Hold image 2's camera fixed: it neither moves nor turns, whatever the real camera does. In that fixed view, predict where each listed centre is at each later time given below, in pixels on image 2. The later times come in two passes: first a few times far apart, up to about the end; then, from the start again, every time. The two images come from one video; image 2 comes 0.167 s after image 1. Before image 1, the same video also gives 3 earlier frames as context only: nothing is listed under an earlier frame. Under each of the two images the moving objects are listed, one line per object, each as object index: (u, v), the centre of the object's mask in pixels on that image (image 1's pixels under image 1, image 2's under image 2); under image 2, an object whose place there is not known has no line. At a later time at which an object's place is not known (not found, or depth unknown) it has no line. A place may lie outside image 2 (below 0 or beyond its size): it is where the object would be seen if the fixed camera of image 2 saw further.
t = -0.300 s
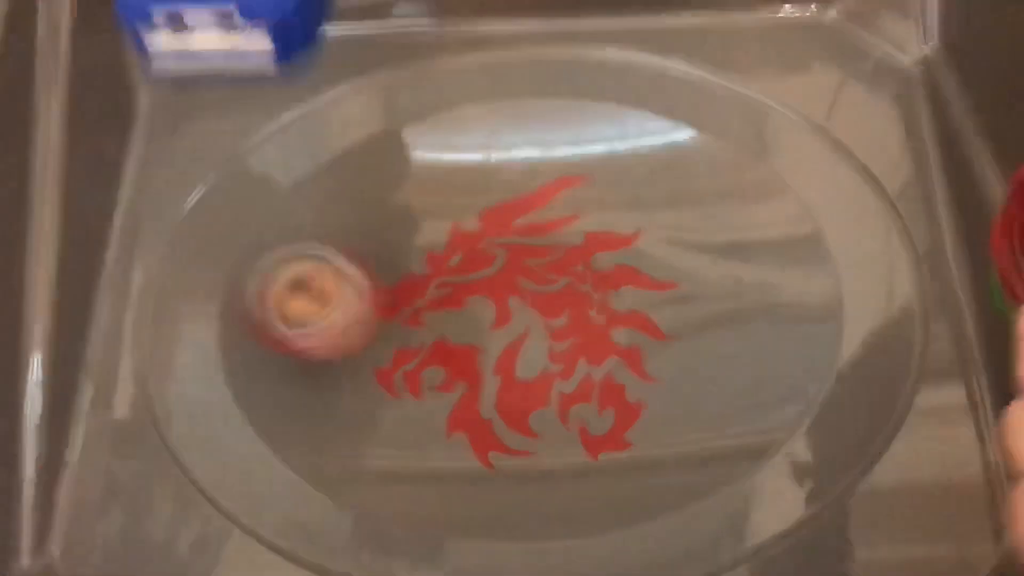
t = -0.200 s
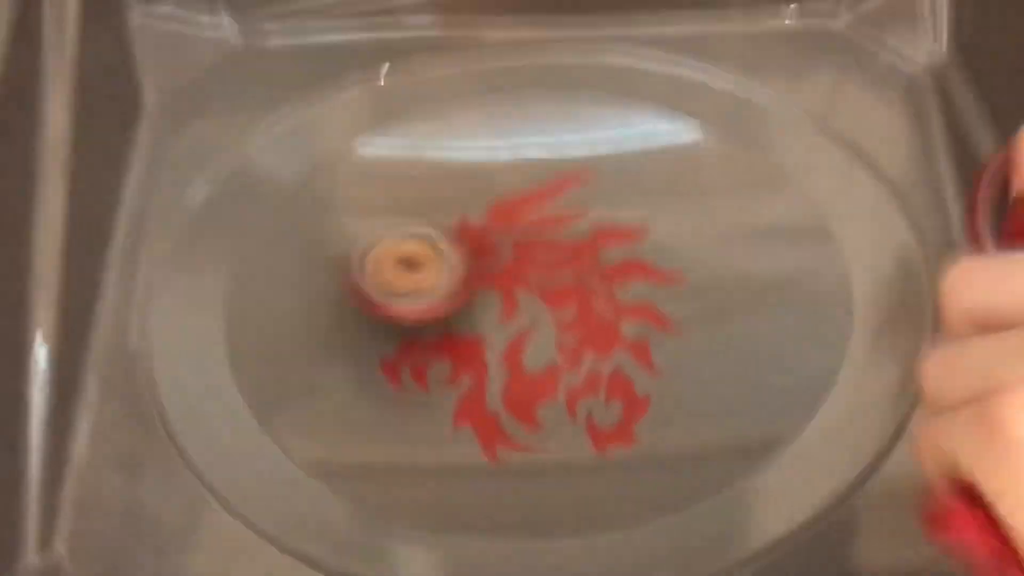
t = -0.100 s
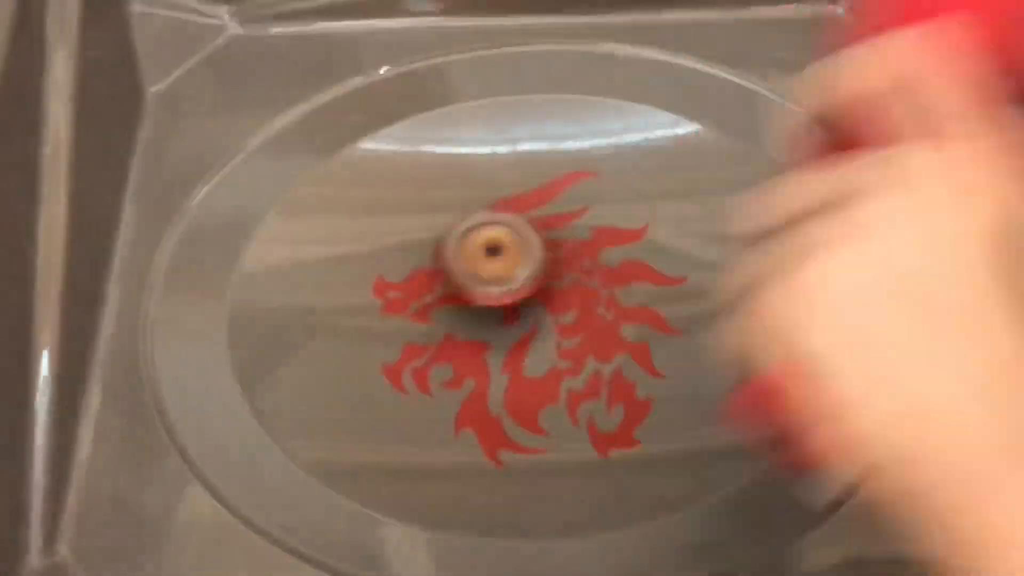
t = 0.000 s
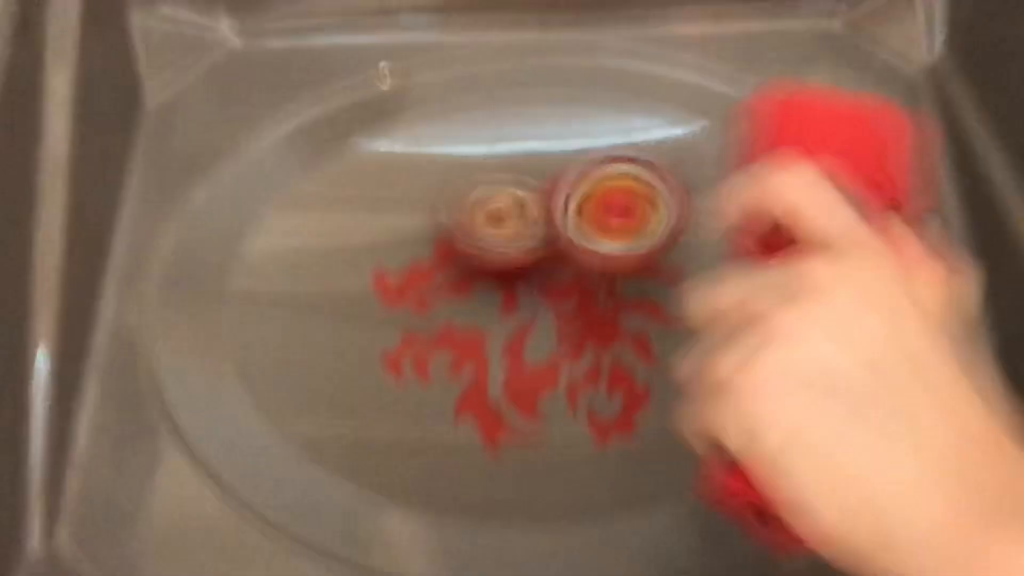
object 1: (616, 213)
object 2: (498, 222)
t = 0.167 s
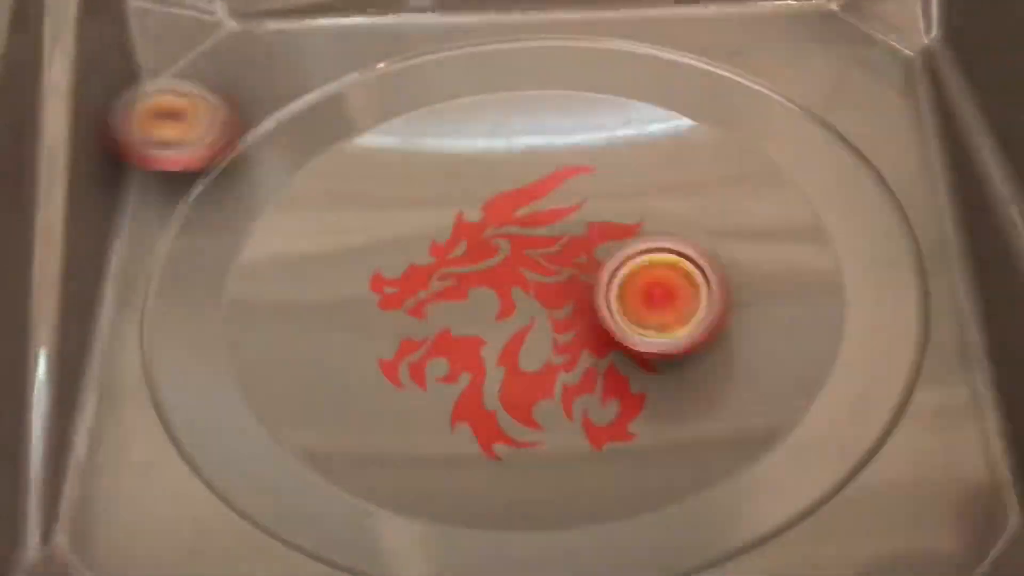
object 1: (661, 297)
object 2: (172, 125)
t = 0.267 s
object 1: (680, 318)
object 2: (229, 139)
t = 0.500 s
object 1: (570, 306)
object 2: (332, 219)
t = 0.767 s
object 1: (727, 379)
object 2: (265, 266)
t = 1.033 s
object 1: (760, 291)
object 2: (332, 334)
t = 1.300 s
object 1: (605, 194)
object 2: (451, 303)
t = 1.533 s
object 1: (544, 210)
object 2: (407, 232)
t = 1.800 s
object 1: (586, 281)
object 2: (405, 260)
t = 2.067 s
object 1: (636, 319)
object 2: (519, 248)
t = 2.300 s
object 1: (675, 339)
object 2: (539, 171)
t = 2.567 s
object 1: (648, 330)
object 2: (482, 234)
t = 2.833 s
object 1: (545, 357)
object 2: (509, 217)
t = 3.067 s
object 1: (483, 397)
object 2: (543, 209)
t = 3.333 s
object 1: (489, 361)
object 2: (563, 242)
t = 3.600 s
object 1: (401, 325)
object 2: (588, 284)
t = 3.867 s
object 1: (371, 315)
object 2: (588, 321)
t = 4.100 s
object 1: (396, 300)
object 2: (568, 349)
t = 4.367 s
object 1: (444, 271)
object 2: (537, 370)
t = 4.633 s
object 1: (453, 225)
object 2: (510, 371)
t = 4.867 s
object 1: (475, 224)
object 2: (482, 363)
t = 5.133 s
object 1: (536, 214)
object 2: (450, 343)
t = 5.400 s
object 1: (582, 197)
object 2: (432, 315)
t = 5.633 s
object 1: (575, 210)
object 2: (428, 296)
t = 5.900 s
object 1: (596, 261)
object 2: (432, 266)
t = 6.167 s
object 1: (601, 319)
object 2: (446, 239)
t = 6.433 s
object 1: (579, 356)
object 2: (470, 216)
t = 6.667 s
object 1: (538, 370)
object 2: (487, 208)
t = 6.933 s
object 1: (517, 369)
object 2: (503, 204)
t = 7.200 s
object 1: (470, 345)
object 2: (510, 200)
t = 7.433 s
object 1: (437, 341)
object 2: (524, 209)
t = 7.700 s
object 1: (435, 328)
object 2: (541, 247)
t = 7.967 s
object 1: (361, 373)
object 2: (681, 197)
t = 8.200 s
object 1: (470, 325)
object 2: (610, 186)
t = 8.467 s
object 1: (360, 309)
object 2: (629, 221)
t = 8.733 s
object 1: (385, 354)
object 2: (615, 288)
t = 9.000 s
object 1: (475, 294)
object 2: (622, 356)
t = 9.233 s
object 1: (455, 230)
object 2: (587, 359)
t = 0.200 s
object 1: (668, 303)
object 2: (153, 120)
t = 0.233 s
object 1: (681, 313)
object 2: (197, 139)
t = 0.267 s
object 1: (680, 318)
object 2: (229, 139)
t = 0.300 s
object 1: (673, 325)
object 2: (252, 146)
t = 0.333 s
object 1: (659, 324)
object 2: (273, 154)
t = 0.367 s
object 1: (642, 323)
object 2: (286, 150)
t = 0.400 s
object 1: (624, 319)
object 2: (298, 162)
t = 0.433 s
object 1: (604, 313)
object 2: (311, 172)
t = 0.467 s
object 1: (585, 311)
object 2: (322, 195)
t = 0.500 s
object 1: (570, 306)
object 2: (332, 219)
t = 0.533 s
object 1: (554, 305)
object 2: (341, 241)
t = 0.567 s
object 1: (542, 306)
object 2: (355, 267)
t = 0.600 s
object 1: (529, 305)
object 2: (371, 283)
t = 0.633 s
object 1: (527, 309)
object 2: (386, 297)
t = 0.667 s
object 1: (577, 332)
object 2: (345, 285)
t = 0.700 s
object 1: (632, 352)
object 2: (308, 273)
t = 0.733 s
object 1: (687, 369)
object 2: (283, 266)
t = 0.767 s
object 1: (727, 379)
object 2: (265, 266)
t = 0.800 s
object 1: (760, 379)
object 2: (257, 270)
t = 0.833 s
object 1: (785, 375)
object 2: (252, 273)
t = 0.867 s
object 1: (801, 369)
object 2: (254, 283)
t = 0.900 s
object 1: (809, 357)
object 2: (259, 292)
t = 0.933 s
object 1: (806, 343)
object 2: (271, 305)
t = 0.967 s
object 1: (796, 326)
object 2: (286, 317)
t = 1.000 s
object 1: (781, 308)
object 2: (307, 326)
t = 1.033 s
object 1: (760, 291)
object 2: (332, 334)
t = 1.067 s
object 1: (736, 275)
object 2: (363, 337)
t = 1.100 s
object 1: (706, 262)
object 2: (392, 338)
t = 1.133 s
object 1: (676, 252)
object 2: (422, 335)
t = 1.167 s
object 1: (637, 244)
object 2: (450, 327)
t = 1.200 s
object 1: (606, 238)
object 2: (474, 317)
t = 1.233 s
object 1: (589, 226)
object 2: (480, 310)
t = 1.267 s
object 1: (601, 208)
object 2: (465, 308)
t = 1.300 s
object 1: (605, 194)
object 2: (451, 303)
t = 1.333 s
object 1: (606, 181)
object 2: (440, 294)
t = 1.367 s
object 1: (602, 171)
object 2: (431, 283)
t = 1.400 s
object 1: (592, 165)
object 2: (423, 269)
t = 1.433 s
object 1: (577, 170)
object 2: (422, 255)
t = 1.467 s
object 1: (561, 177)
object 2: (422, 242)
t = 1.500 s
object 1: (543, 192)
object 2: (420, 234)
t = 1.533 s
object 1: (544, 210)
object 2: (407, 232)
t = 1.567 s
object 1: (548, 218)
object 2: (396, 225)
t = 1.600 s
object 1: (551, 228)
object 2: (389, 226)
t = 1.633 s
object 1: (556, 238)
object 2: (385, 229)
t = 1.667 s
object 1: (560, 246)
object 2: (382, 233)
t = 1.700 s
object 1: (567, 255)
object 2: (384, 237)
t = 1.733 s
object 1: (573, 265)
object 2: (387, 245)
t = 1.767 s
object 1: (579, 273)
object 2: (395, 252)
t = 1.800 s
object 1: (586, 281)
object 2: (405, 260)
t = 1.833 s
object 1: (593, 289)
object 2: (417, 267)
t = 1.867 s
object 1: (600, 295)
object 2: (433, 274)
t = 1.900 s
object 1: (605, 299)
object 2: (447, 276)
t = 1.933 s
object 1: (613, 306)
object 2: (461, 279)
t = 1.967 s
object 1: (618, 308)
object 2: (475, 276)
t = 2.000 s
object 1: (622, 311)
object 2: (490, 269)
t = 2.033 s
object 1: (625, 314)
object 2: (509, 264)
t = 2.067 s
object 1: (636, 319)
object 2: (519, 248)
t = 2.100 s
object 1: (645, 326)
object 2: (524, 233)
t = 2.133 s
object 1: (654, 331)
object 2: (531, 216)
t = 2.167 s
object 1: (662, 334)
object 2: (537, 199)
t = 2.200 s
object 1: (666, 337)
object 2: (541, 187)
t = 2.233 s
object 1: (671, 338)
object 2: (543, 176)
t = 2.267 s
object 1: (674, 338)
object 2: (542, 173)
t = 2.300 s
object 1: (675, 339)
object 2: (539, 171)
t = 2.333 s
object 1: (677, 339)
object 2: (533, 175)
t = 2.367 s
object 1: (676, 338)
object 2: (529, 183)
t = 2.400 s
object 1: (677, 337)
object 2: (518, 190)
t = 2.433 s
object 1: (675, 337)
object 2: (509, 203)
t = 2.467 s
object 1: (670, 334)
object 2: (500, 213)
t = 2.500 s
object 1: (665, 332)
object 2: (493, 220)
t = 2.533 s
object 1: (657, 332)
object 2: (487, 230)
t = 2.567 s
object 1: (648, 330)
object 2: (482, 234)
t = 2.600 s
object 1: (638, 328)
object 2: (478, 234)
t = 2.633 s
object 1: (627, 331)
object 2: (477, 236)
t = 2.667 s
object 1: (615, 332)
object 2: (479, 236)
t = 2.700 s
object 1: (603, 334)
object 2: (482, 231)
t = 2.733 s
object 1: (589, 340)
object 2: (488, 230)
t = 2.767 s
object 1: (575, 344)
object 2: (494, 226)
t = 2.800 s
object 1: (560, 350)
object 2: (502, 221)
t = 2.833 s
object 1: (545, 357)
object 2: (509, 217)
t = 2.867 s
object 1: (530, 367)
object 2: (516, 213)
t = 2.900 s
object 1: (514, 376)
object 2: (521, 212)
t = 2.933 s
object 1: (502, 383)
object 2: (529, 206)
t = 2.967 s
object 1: (493, 388)
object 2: (533, 206)
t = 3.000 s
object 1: (489, 392)
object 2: (536, 207)
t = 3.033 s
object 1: (484, 395)
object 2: (539, 208)
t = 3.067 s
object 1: (483, 397)
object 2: (543, 209)
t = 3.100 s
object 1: (483, 398)
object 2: (547, 212)
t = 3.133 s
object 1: (485, 397)
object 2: (550, 215)
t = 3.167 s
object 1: (486, 395)
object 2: (552, 219)
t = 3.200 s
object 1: (487, 392)
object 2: (554, 222)
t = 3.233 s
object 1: (490, 388)
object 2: (557, 227)
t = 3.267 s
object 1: (491, 379)
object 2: (559, 232)
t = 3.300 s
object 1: (491, 371)
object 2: (561, 237)
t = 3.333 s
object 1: (489, 361)
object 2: (563, 242)
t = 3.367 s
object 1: (485, 353)
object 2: (565, 248)
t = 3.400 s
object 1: (477, 344)
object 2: (566, 255)
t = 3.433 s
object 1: (464, 338)
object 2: (570, 260)
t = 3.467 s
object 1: (450, 335)
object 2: (575, 264)
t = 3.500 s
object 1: (434, 331)
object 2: (579, 269)
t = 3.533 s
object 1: (422, 328)
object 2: (583, 272)
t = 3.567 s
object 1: (410, 327)
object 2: (586, 278)
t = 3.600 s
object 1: (401, 325)
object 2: (588, 284)
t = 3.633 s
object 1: (393, 323)
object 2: (590, 288)
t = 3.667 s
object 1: (385, 320)
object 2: (591, 292)
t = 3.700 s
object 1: (380, 319)
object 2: (592, 298)
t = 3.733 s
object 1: (376, 318)
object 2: (593, 303)
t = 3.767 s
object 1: (372, 317)
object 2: (594, 308)
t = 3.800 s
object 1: (372, 317)
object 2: (591, 313)
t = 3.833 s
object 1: (371, 316)
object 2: (590, 317)
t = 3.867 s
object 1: (371, 315)
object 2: (588, 321)
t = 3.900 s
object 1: (375, 315)
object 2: (585, 326)
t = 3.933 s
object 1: (377, 313)
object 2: (583, 330)
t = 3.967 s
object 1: (379, 310)
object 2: (581, 333)
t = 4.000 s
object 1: (383, 309)
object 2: (577, 338)
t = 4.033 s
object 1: (385, 305)
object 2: (573, 342)
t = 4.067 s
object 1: (390, 303)
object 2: (571, 345)
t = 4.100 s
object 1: (396, 300)
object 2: (568, 349)
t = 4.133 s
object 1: (399, 297)
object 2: (564, 352)
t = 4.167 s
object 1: (405, 293)
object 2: (561, 354)
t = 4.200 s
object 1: (411, 290)
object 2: (558, 357)
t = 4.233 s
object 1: (417, 287)
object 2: (553, 361)
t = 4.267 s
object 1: (424, 284)
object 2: (548, 365)
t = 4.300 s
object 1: (430, 280)
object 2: (544, 367)
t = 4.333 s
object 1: (439, 277)
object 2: (541, 369)
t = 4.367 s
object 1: (444, 271)
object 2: (537, 370)
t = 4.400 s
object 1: (450, 265)
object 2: (534, 372)
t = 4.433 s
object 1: (454, 260)
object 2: (530, 373)
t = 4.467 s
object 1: (456, 255)
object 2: (525, 373)
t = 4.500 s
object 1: (457, 249)
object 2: (523, 373)
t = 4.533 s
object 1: (455, 243)
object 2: (518, 375)
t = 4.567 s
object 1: (455, 236)
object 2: (515, 373)
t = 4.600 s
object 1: (454, 231)
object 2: (513, 372)
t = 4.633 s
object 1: (453, 225)
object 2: (510, 371)
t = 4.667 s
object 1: (453, 220)
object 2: (506, 371)
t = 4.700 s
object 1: (455, 218)
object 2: (503, 369)
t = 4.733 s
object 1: (457, 218)
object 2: (501, 367)
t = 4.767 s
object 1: (460, 220)
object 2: (496, 367)
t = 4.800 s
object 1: (464, 221)
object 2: (489, 366)
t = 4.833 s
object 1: (470, 223)
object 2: (487, 364)
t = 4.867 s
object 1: (475, 224)
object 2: (482, 363)
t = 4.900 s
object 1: (481, 226)
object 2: (477, 362)
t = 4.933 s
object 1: (488, 225)
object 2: (473, 360)
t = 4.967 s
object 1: (495, 224)
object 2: (468, 358)
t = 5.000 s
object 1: (503, 222)
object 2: (464, 356)
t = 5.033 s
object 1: (512, 221)
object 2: (461, 353)
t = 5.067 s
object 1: (520, 218)
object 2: (456, 350)
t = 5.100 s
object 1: (528, 216)
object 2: (453, 346)
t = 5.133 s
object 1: (536, 214)
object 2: (450, 343)
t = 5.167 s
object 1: (544, 212)
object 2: (447, 339)
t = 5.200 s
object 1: (551, 208)
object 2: (445, 335)
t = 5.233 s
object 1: (559, 206)
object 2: (443, 332)
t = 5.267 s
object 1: (565, 205)
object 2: (440, 328)
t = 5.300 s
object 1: (571, 203)
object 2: (438, 325)
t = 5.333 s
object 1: (576, 200)
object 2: (436, 321)
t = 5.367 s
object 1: (580, 198)
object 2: (434, 318)
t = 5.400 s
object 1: (582, 197)
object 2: (432, 315)
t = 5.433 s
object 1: (582, 197)
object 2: (432, 311)
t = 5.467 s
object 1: (582, 197)
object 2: (431, 308)
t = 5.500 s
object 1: (580, 198)
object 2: (430, 306)
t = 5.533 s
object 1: (578, 200)
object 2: (428, 303)
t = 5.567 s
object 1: (575, 204)
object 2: (428, 301)
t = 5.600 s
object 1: (575, 207)
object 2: (428, 298)
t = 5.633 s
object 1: (575, 210)
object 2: (428, 296)
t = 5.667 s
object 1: (577, 216)
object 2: (430, 293)
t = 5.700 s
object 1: (580, 222)
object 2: (431, 291)
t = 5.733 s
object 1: (583, 227)
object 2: (431, 288)
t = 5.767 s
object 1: (587, 234)
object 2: (432, 284)
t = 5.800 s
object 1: (589, 240)
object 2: (431, 281)
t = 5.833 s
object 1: (591, 247)
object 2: (432, 276)
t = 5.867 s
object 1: (593, 255)
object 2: (432, 272)
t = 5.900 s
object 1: (596, 261)
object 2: (432, 266)
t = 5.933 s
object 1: (598, 269)
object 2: (432, 263)
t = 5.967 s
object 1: (599, 275)
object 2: (435, 258)
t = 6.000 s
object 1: (600, 283)
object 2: (436, 254)
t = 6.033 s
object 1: (602, 290)
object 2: (437, 251)
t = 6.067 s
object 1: (602, 298)
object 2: (439, 249)
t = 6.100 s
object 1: (602, 305)
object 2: (441, 245)
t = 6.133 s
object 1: (602, 311)
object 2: (444, 242)
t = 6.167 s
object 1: (601, 319)
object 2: (446, 239)
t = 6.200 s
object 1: (600, 327)
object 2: (449, 237)
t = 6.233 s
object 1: (598, 333)
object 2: (452, 233)
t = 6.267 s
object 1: (597, 338)
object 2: (455, 229)
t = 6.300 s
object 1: (594, 343)
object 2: (458, 224)
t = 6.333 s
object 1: (591, 347)
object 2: (462, 221)
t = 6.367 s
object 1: (588, 351)
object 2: (465, 220)
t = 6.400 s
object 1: (583, 354)
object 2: (467, 217)
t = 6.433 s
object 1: (579, 356)
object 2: (470, 216)
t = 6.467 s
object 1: (574, 358)
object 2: (473, 214)
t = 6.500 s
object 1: (567, 361)
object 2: (477, 213)
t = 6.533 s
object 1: (562, 364)
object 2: (479, 213)
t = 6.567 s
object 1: (556, 367)
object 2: (481, 213)
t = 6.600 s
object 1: (551, 368)
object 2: (483, 212)
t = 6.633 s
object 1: (545, 369)
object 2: (484, 211)
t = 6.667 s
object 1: (538, 370)
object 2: (487, 208)
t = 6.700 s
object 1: (532, 372)
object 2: (490, 208)
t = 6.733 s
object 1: (526, 375)
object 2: (491, 207)
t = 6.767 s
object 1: (522, 378)
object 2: (495, 205)
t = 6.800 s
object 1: (519, 379)
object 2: (496, 205)
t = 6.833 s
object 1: (518, 379)
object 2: (498, 204)
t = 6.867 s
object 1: (518, 377)
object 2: (500, 204)
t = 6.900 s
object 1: (518, 373)
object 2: (502, 204)
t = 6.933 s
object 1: (517, 369)
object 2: (503, 204)
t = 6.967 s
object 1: (514, 365)
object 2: (503, 203)
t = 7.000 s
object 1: (510, 360)
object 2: (504, 203)
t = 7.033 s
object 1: (505, 356)
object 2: (504, 203)
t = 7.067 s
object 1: (498, 353)
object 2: (505, 203)
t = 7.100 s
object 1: (492, 351)
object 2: (505, 202)
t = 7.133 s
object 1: (485, 349)
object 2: (507, 202)
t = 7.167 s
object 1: (479, 346)
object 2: (508, 200)
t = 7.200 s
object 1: (470, 345)
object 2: (510, 200)
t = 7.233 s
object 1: (462, 346)
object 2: (511, 201)
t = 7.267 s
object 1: (455, 345)
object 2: (514, 201)
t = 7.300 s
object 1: (451, 344)
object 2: (516, 201)
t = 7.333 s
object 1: (446, 344)
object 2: (518, 202)
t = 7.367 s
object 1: (442, 343)
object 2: (520, 204)
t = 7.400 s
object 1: (439, 342)
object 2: (522, 206)
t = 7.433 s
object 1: (437, 341)
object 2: (524, 209)
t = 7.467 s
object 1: (434, 339)
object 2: (526, 213)
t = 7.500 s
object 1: (432, 338)
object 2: (529, 217)
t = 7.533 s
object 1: (431, 337)
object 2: (533, 219)
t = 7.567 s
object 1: (432, 335)
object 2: (534, 223)
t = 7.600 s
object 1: (433, 333)
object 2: (535, 231)
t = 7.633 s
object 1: (433, 332)
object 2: (537, 236)
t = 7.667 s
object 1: (434, 331)
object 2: (539, 241)
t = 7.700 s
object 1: (435, 328)
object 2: (541, 247)
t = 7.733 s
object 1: (437, 325)
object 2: (542, 253)
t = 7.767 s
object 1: (414, 333)
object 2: (567, 245)
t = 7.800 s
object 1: (388, 344)
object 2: (604, 239)
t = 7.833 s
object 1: (369, 351)
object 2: (633, 234)
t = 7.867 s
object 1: (356, 356)
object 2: (655, 225)
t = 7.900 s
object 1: (352, 363)
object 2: (671, 215)
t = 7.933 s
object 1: (354, 370)
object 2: (679, 206)
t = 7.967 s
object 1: (361, 373)
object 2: (681, 197)
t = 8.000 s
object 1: (374, 376)
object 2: (677, 189)
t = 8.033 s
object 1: (391, 374)
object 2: (670, 184)
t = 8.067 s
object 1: (411, 370)
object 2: (659, 180)
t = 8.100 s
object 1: (429, 361)
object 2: (648, 179)
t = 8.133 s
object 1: (446, 350)
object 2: (636, 179)
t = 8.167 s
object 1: (460, 338)
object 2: (623, 181)
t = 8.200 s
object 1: (470, 325)
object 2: (610, 186)
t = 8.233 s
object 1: (478, 311)
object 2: (600, 190)
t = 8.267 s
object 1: (483, 296)
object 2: (589, 197)
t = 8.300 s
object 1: (483, 284)
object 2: (581, 207)
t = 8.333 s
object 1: (452, 288)
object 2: (597, 204)
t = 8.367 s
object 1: (419, 292)
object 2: (611, 204)
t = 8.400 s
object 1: (396, 297)
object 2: (621, 207)
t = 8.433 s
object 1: (378, 304)
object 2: (626, 215)
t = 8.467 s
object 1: (360, 309)
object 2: (629, 221)
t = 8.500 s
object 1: (349, 319)
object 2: (628, 229)
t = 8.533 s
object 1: (342, 327)
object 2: (626, 238)
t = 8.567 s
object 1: (338, 337)
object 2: (624, 246)
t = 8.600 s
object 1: (341, 343)
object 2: (619, 255)
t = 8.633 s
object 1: (347, 348)
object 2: (616, 262)
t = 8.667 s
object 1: (358, 353)
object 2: (614, 271)
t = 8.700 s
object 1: (371, 353)
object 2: (614, 279)
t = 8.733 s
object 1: (385, 354)
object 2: (615, 288)
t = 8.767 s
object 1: (403, 352)
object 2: (617, 297)
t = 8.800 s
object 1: (420, 344)
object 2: (618, 305)
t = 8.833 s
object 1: (439, 340)
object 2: (619, 317)
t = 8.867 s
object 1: (455, 330)
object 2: (620, 325)
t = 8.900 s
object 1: (468, 323)
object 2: (618, 334)
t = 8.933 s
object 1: (479, 314)
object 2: (617, 340)
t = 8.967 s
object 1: (480, 307)
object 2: (618, 349)
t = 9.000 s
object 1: (475, 294)
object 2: (622, 356)
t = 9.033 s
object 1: (471, 285)
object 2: (623, 364)
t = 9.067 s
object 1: (467, 275)
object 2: (620, 366)
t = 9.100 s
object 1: (464, 266)
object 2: (616, 368)
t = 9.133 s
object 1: (462, 256)
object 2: (611, 367)
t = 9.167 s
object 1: (459, 246)
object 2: (604, 365)
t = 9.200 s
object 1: (458, 240)
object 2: (596, 364)
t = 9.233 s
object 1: (455, 230)
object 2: (587, 359)
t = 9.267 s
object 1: (455, 221)
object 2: (576, 356)
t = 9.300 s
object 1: (454, 217)
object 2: (567, 354)
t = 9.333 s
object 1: (456, 212)
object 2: (557, 352)
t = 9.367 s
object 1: (458, 209)
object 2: (548, 355)
